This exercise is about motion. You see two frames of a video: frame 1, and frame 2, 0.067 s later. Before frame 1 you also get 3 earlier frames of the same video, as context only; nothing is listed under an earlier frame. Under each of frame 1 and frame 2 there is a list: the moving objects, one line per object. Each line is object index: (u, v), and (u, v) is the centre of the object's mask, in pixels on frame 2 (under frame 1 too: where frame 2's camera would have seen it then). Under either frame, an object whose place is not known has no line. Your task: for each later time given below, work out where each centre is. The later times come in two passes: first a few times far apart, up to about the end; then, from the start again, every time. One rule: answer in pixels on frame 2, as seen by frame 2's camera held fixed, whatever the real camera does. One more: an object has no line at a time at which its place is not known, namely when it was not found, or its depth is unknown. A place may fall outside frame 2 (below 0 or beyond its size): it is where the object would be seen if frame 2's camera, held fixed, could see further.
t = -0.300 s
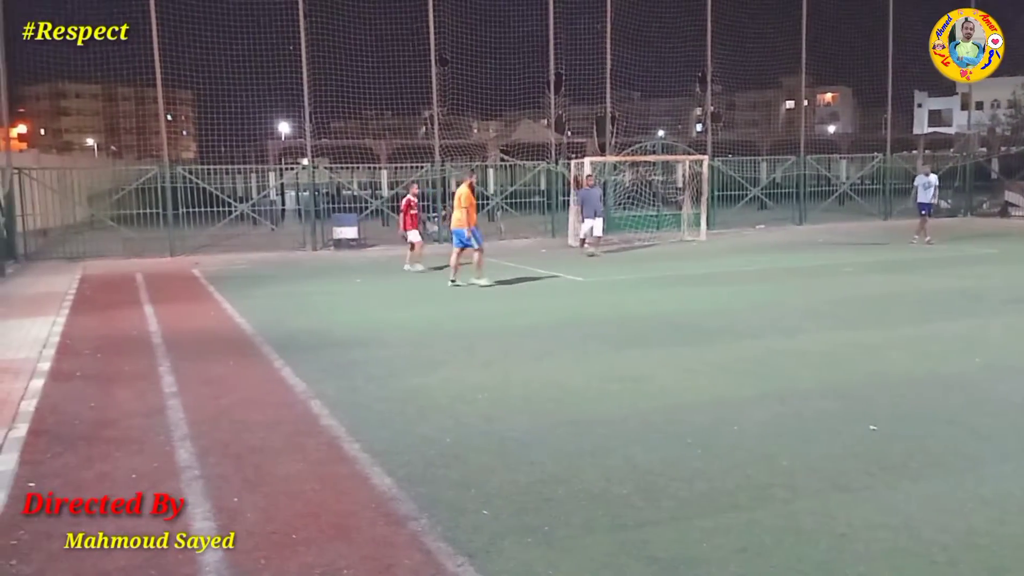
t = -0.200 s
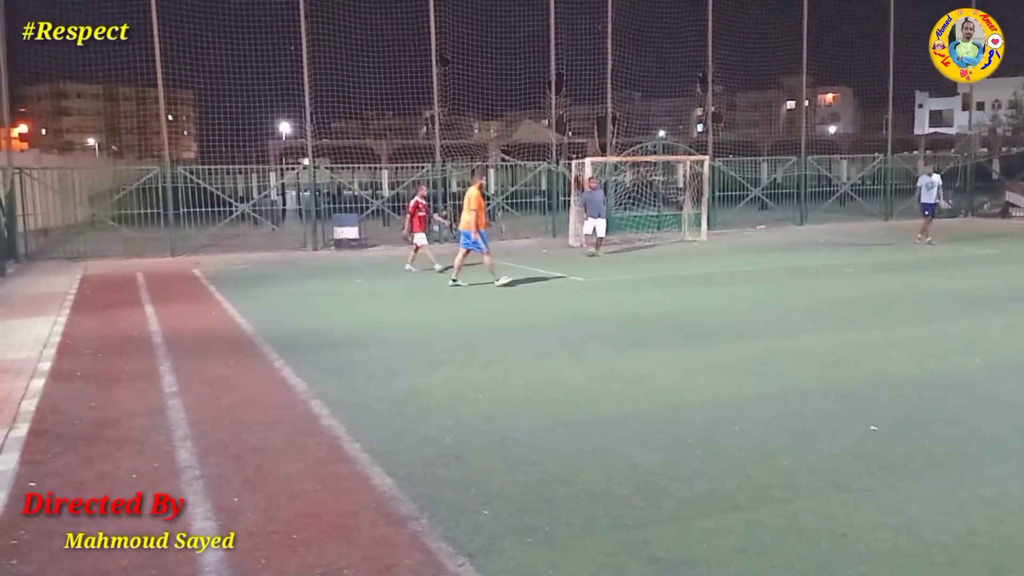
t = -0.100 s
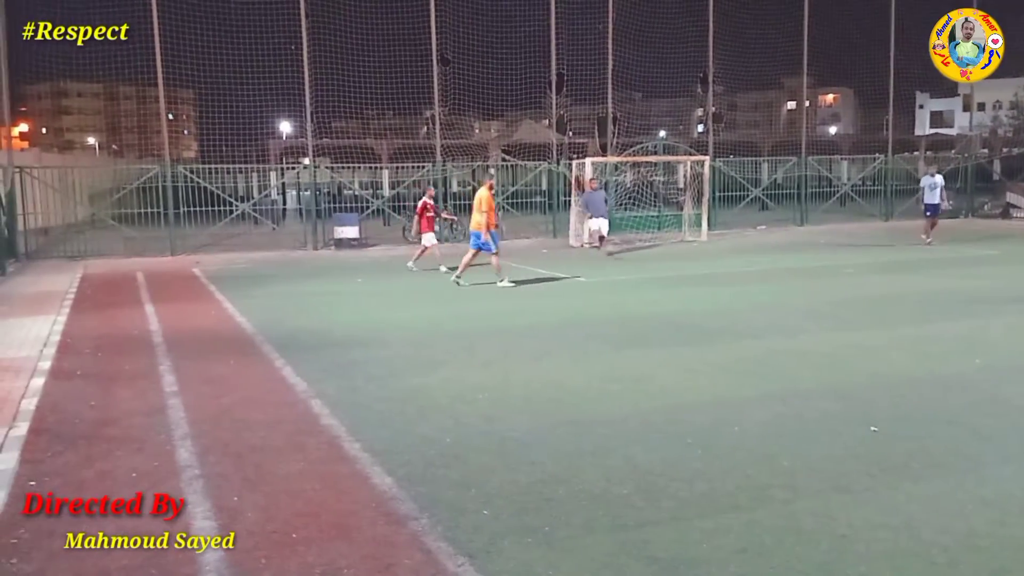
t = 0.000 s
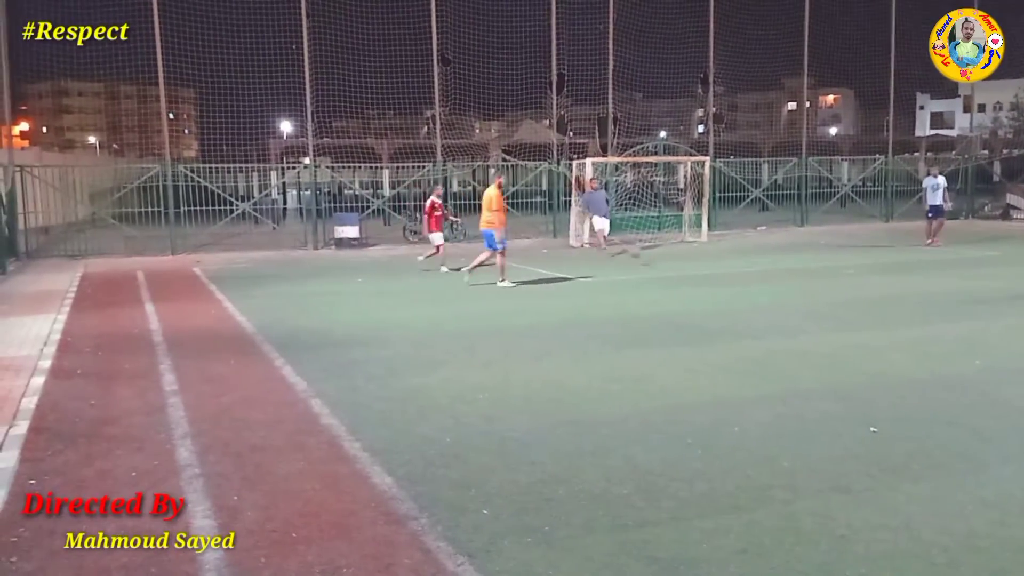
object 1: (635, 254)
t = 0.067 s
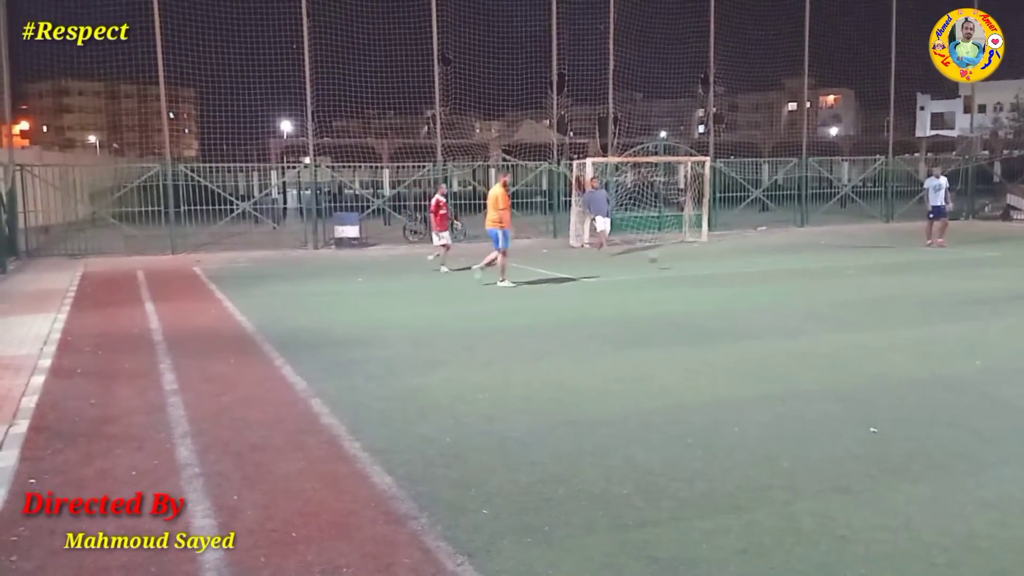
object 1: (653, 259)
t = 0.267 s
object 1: (714, 272)
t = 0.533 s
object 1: (802, 284)
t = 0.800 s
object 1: (898, 301)
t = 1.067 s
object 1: (1017, 324)
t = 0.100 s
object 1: (663, 261)
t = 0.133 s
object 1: (674, 266)
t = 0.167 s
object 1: (685, 272)
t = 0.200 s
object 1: (695, 272)
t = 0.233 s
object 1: (704, 271)
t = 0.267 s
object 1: (714, 272)
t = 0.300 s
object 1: (724, 273)
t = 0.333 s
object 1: (736, 277)
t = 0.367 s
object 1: (747, 280)
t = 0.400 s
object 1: (759, 282)
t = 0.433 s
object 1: (769, 281)
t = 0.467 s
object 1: (780, 282)
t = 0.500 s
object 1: (791, 282)
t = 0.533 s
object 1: (802, 284)
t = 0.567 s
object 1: (813, 286)
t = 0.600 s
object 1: (825, 290)
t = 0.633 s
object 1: (838, 295)
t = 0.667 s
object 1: (849, 296)
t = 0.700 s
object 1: (861, 296)
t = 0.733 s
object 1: (873, 297)
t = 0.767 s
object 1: (885, 298)
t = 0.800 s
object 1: (898, 301)
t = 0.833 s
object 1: (911, 306)
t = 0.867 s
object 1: (925, 309)
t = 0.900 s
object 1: (940, 311)
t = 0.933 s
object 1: (954, 313)
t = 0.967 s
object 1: (969, 316)
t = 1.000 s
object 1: (985, 318)
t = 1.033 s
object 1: (1001, 321)
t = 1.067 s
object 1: (1017, 324)
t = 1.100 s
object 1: (1034, 326)
